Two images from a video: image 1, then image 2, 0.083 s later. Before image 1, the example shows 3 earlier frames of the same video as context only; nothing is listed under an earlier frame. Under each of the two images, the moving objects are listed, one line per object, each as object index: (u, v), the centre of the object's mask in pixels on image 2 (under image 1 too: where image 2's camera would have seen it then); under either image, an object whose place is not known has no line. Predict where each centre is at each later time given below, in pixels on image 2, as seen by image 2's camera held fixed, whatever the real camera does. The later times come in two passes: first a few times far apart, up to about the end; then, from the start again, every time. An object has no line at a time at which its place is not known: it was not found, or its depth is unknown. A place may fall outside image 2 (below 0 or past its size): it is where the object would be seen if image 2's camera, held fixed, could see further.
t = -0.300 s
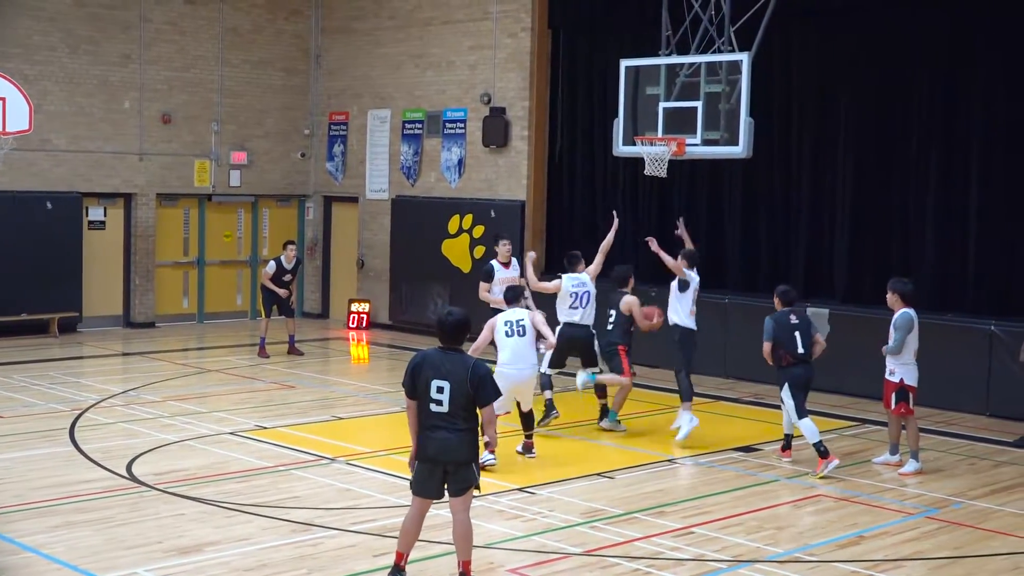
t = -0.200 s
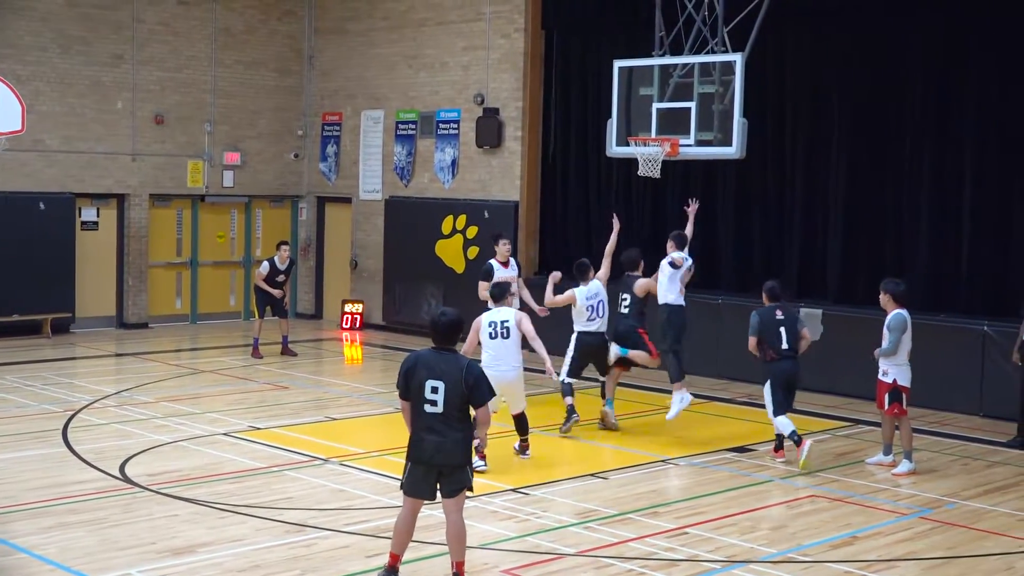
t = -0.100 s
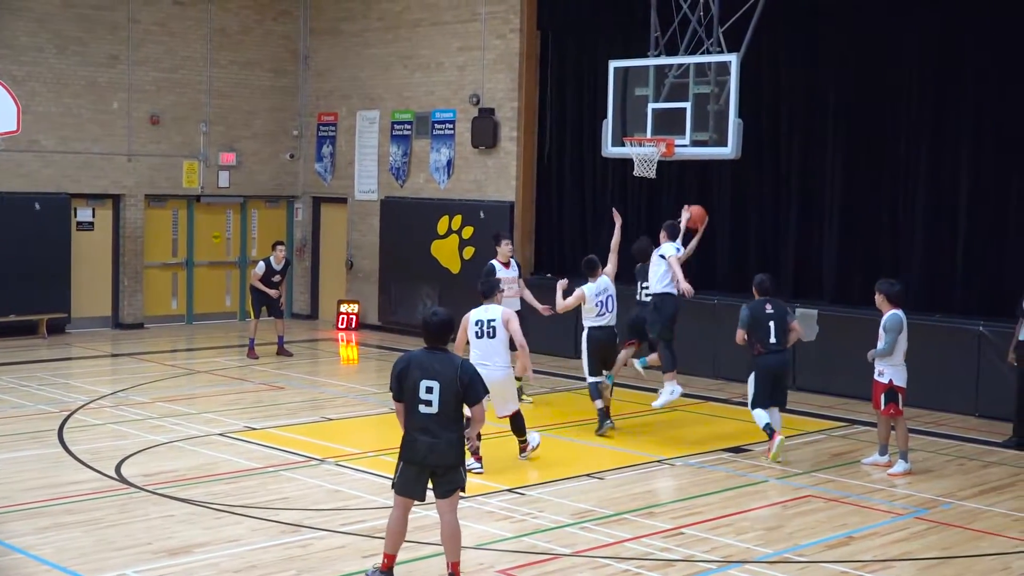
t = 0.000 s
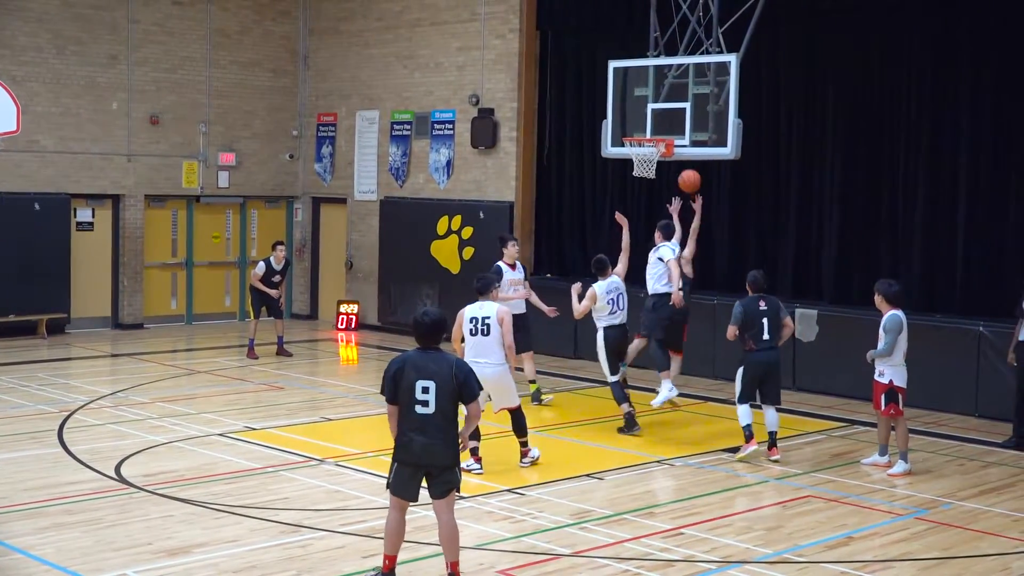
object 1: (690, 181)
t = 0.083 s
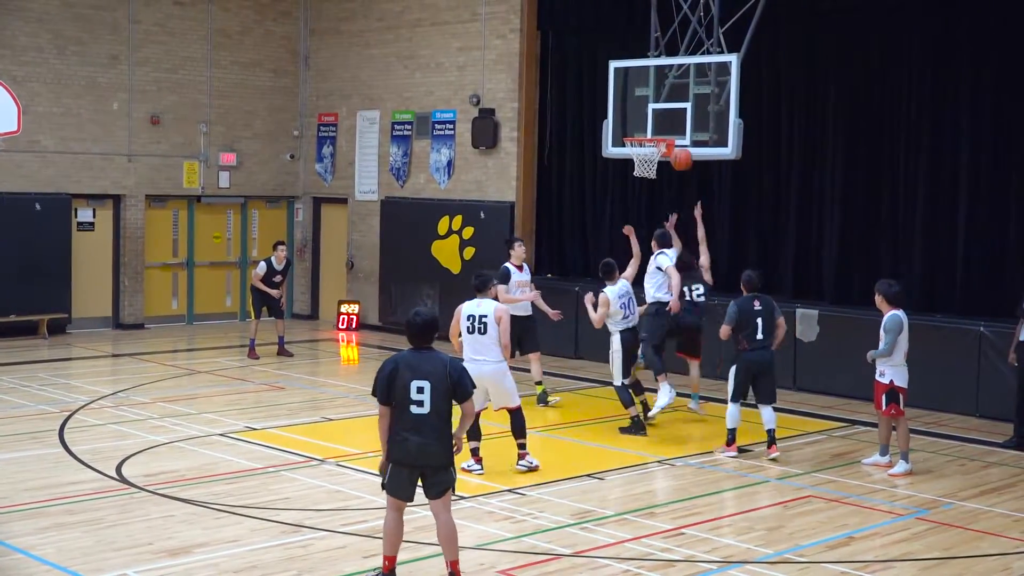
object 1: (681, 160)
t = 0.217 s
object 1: (675, 143)
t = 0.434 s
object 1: (703, 169)
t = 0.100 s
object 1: (680, 156)
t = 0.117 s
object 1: (678, 152)
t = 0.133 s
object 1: (676, 149)
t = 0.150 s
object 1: (674, 146)
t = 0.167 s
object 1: (673, 144)
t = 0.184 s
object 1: (671, 143)
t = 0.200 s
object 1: (673, 142)
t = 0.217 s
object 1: (675, 143)
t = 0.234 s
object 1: (677, 143)
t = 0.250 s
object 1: (678, 144)
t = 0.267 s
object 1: (681, 144)
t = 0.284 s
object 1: (683, 146)
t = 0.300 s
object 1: (686, 147)
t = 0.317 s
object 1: (688, 149)
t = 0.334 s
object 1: (690, 152)
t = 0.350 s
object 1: (692, 154)
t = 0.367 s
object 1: (694, 156)
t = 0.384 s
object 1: (697, 160)
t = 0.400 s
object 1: (699, 163)
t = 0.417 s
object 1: (701, 166)
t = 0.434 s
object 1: (703, 169)
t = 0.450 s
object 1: (705, 173)
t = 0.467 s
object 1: (707, 178)
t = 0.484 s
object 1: (709, 182)
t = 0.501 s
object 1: (711, 187)
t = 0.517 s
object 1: (713, 192)
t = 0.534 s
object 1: (715, 197)
